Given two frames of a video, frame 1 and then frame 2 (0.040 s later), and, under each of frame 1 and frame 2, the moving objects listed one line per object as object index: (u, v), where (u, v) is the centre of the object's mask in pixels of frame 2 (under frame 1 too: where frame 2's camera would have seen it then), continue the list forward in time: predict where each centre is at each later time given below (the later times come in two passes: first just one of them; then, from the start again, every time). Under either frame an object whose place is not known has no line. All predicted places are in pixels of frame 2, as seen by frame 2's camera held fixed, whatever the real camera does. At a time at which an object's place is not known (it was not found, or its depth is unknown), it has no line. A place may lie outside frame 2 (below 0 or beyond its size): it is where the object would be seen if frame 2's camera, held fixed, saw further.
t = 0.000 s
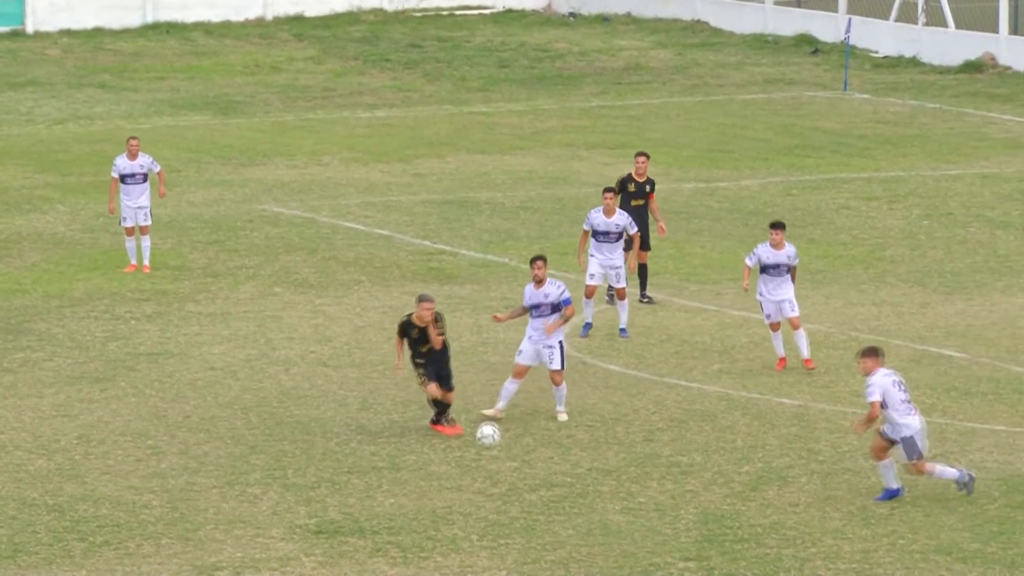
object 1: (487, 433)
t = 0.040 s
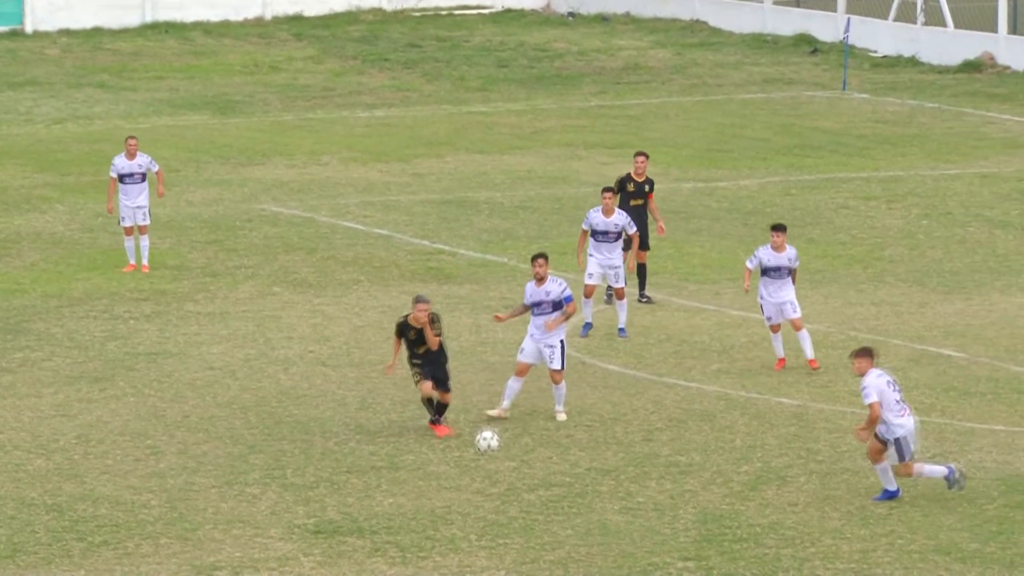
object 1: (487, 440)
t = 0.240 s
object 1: (490, 478)
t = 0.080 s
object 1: (487, 448)
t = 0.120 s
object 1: (488, 454)
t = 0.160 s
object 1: (489, 461)
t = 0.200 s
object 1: (489, 469)
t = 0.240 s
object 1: (490, 478)
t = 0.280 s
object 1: (491, 489)
